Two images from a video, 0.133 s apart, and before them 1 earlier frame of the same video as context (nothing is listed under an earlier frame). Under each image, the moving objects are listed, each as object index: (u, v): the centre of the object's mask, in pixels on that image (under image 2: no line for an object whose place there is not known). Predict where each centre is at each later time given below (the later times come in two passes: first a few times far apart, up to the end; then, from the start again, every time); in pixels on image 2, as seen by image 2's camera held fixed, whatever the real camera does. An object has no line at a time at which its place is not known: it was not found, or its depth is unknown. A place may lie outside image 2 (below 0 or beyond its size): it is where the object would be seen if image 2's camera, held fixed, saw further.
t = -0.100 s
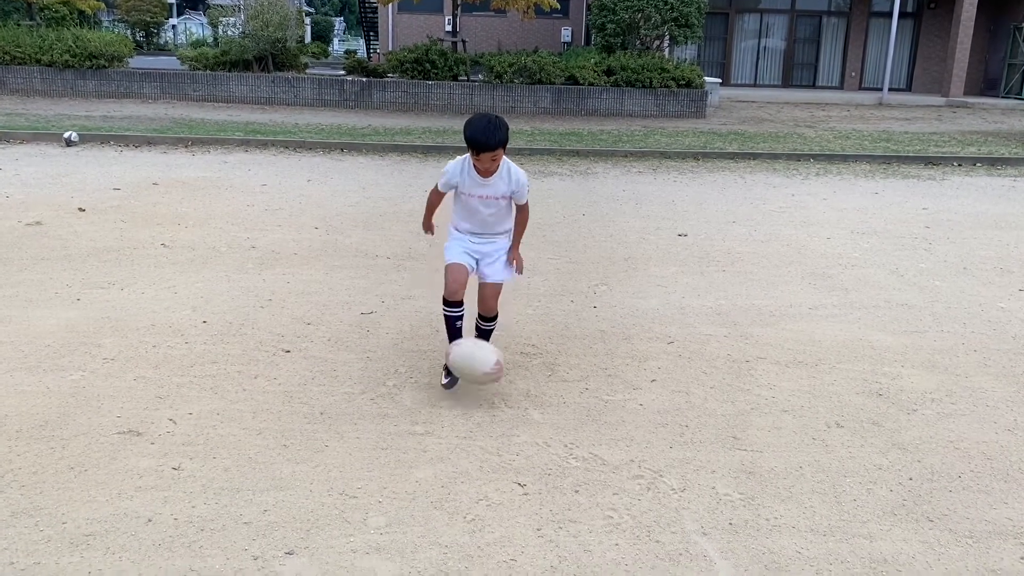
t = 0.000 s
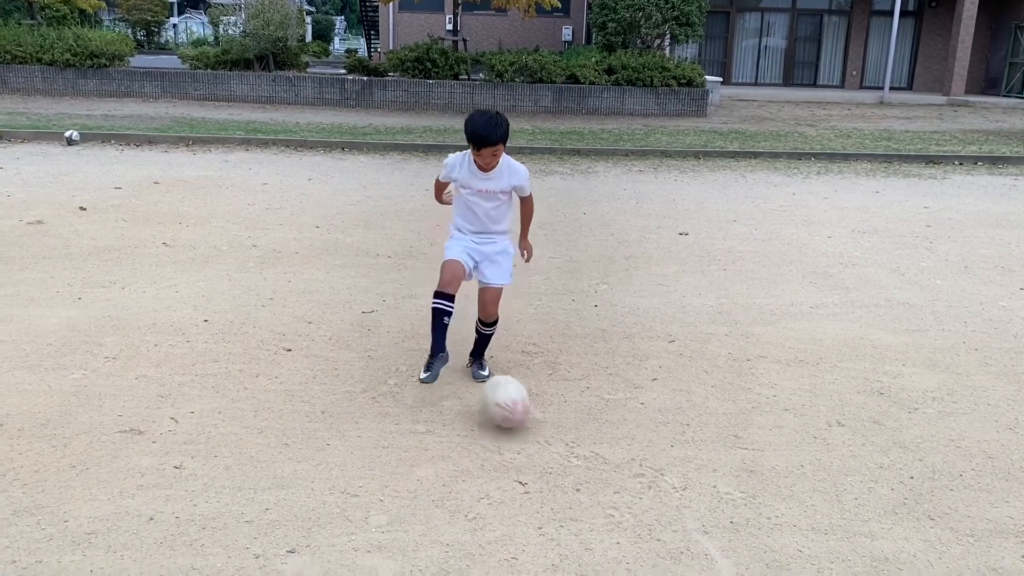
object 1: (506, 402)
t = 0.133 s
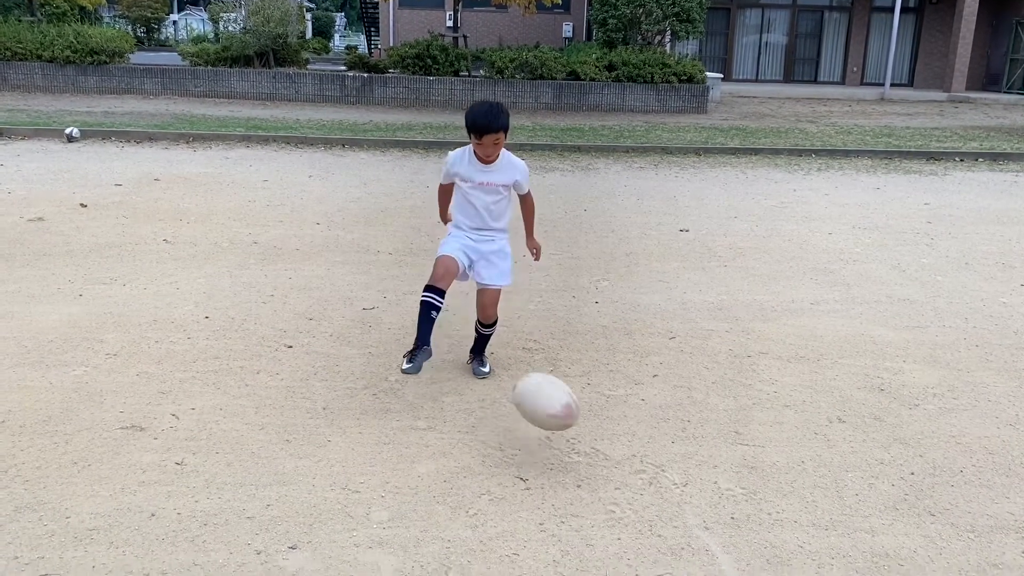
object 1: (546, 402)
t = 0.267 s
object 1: (587, 443)
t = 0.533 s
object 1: (656, 538)
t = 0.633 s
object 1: (670, 568)
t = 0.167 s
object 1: (555, 407)
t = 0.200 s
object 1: (565, 415)
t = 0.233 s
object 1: (576, 427)
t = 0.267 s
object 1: (587, 443)
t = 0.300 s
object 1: (598, 462)
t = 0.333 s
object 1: (610, 488)
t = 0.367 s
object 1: (623, 517)
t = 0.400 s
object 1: (635, 549)
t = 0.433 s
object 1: (641, 543)
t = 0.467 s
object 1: (645, 538)
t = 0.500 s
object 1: (650, 536)
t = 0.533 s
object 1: (656, 538)
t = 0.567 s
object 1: (660, 542)
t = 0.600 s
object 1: (664, 552)
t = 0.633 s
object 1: (670, 568)
